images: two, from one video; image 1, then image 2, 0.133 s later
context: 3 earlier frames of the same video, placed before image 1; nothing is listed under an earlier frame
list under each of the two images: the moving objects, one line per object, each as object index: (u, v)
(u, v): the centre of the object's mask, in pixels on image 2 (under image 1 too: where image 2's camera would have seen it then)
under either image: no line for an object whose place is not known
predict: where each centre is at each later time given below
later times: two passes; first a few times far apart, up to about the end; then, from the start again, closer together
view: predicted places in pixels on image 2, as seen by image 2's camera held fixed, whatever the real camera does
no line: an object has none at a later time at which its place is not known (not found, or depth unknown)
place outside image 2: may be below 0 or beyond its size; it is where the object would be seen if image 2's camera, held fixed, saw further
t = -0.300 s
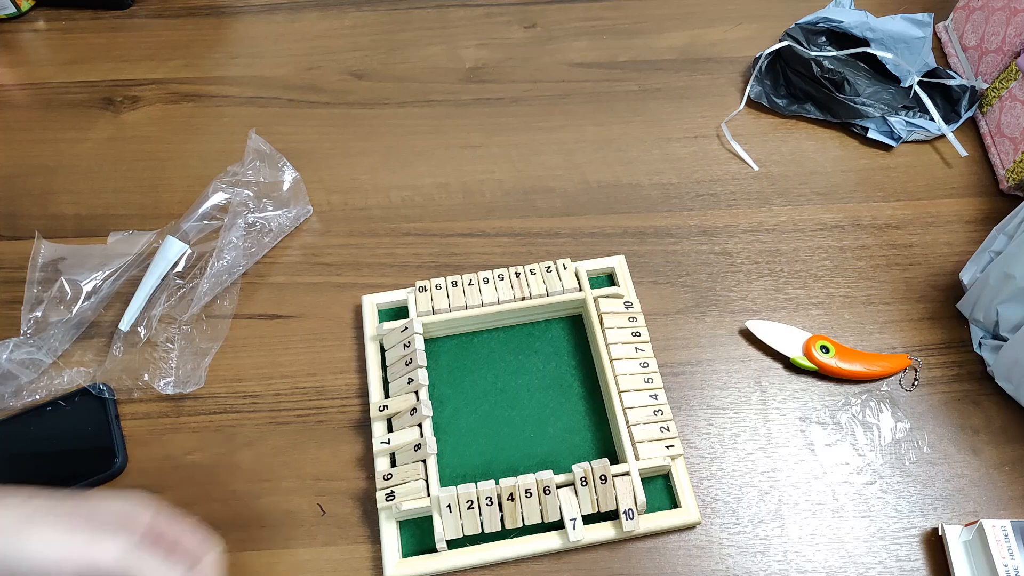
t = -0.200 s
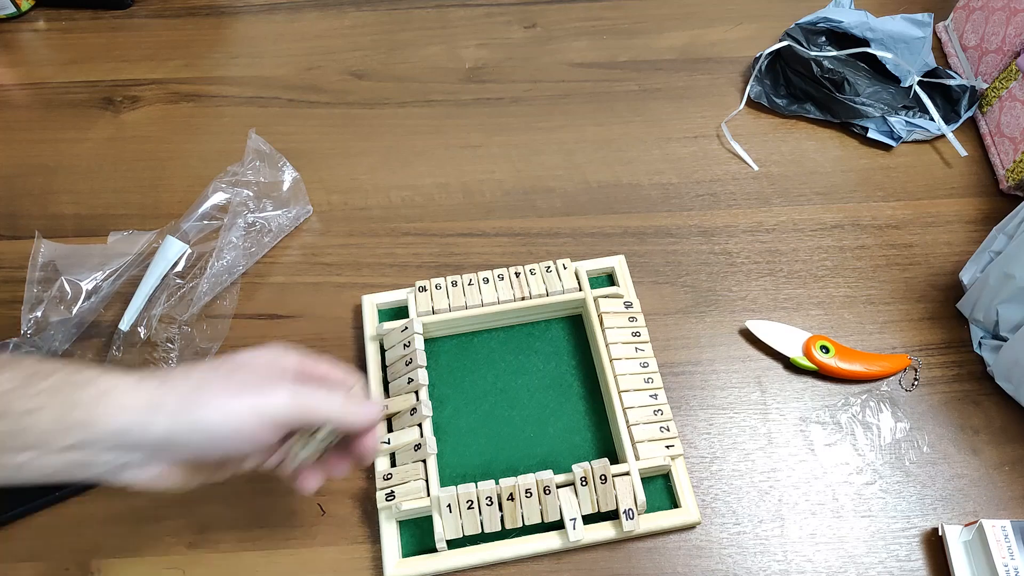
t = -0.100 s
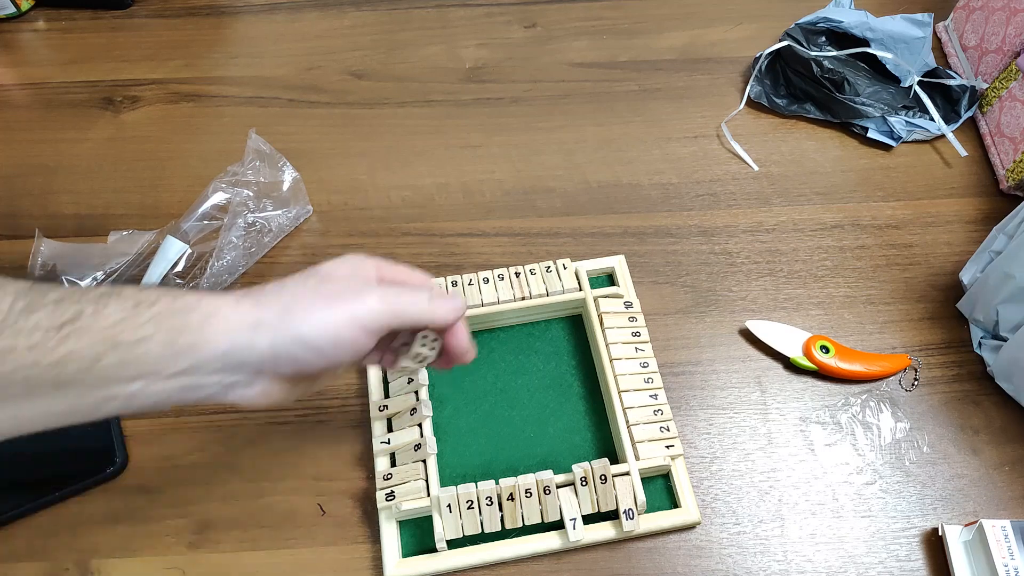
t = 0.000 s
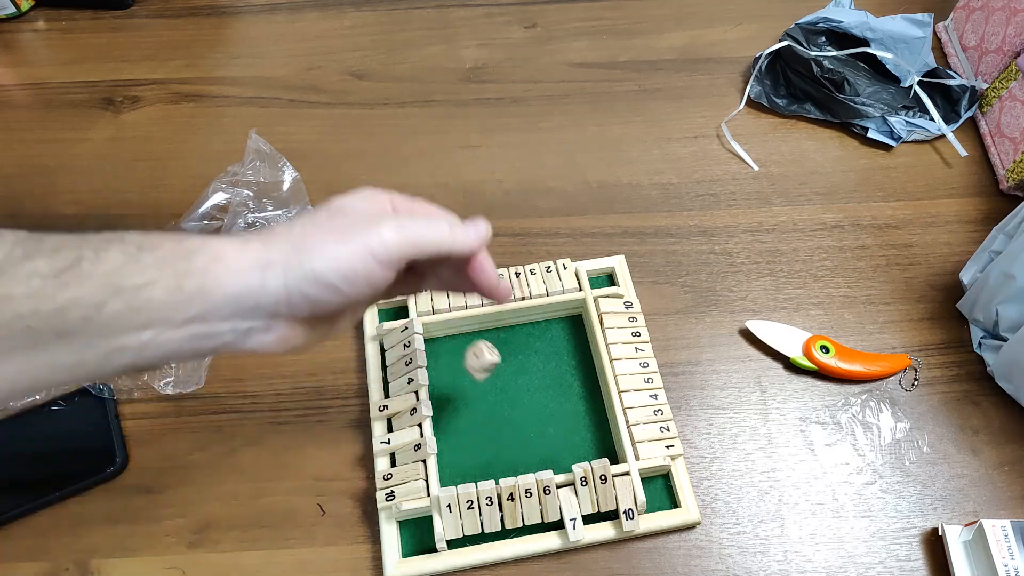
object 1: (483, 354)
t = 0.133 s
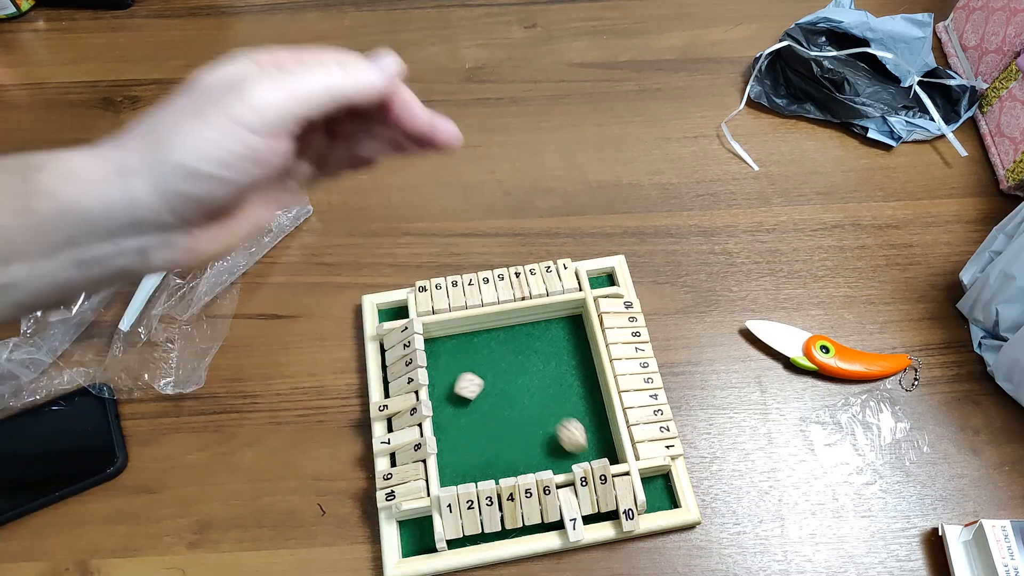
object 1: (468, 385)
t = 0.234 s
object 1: (451, 382)
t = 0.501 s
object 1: (465, 373)
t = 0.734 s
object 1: (465, 373)
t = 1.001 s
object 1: (465, 373)
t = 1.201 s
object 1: (465, 373)
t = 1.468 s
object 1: (465, 373)
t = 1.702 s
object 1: (465, 373)
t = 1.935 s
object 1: (465, 373)
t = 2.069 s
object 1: (465, 373)
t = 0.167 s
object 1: (452, 387)
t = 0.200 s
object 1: (444, 385)
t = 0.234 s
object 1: (451, 382)
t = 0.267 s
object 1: (456, 379)
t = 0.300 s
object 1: (460, 374)
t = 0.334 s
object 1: (462, 373)
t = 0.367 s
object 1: (464, 372)
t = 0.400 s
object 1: (465, 372)
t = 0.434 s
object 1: (465, 373)
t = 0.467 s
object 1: (465, 373)
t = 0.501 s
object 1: (465, 373)
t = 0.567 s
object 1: (465, 373)
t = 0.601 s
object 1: (465, 373)
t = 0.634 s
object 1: (465, 373)
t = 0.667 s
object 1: (465, 373)
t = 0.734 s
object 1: (465, 373)
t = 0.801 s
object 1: (465, 373)
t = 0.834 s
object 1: (465, 373)
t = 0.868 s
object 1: (465, 373)
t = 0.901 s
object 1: (465, 373)
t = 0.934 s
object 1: (465, 373)
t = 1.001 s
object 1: (465, 373)
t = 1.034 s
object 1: (465, 373)
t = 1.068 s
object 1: (465, 373)
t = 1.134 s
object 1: (465, 373)
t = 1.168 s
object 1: (465, 373)
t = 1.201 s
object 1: (465, 373)
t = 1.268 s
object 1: (465, 373)
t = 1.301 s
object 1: (465, 373)
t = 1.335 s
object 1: (465, 373)
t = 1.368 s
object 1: (465, 373)
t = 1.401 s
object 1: (465, 373)
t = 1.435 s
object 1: (465, 373)
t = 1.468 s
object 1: (465, 373)
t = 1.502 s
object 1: (465, 373)
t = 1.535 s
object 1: (465, 373)
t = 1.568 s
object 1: (465, 373)
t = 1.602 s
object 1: (465, 373)
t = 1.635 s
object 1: (465, 373)
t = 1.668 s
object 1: (465, 373)
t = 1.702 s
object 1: (465, 373)
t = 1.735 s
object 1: (465, 373)
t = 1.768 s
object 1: (465, 373)
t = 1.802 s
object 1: (465, 373)
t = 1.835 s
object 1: (465, 373)
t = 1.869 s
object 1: (465, 373)
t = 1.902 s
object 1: (465, 373)
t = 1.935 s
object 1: (465, 373)
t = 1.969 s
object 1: (465, 373)
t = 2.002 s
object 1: (465, 373)
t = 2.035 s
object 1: (465, 373)
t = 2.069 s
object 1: (465, 373)
